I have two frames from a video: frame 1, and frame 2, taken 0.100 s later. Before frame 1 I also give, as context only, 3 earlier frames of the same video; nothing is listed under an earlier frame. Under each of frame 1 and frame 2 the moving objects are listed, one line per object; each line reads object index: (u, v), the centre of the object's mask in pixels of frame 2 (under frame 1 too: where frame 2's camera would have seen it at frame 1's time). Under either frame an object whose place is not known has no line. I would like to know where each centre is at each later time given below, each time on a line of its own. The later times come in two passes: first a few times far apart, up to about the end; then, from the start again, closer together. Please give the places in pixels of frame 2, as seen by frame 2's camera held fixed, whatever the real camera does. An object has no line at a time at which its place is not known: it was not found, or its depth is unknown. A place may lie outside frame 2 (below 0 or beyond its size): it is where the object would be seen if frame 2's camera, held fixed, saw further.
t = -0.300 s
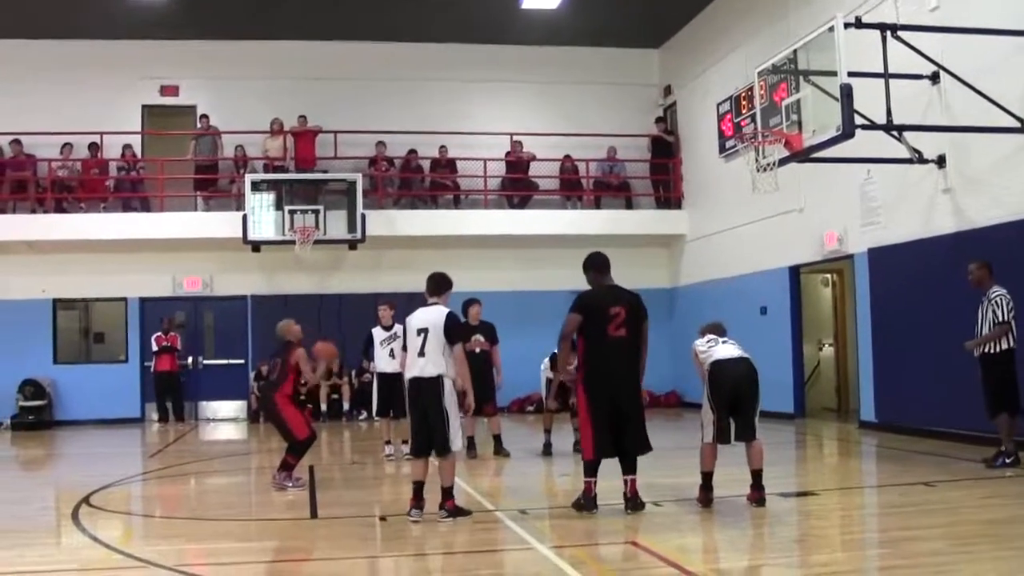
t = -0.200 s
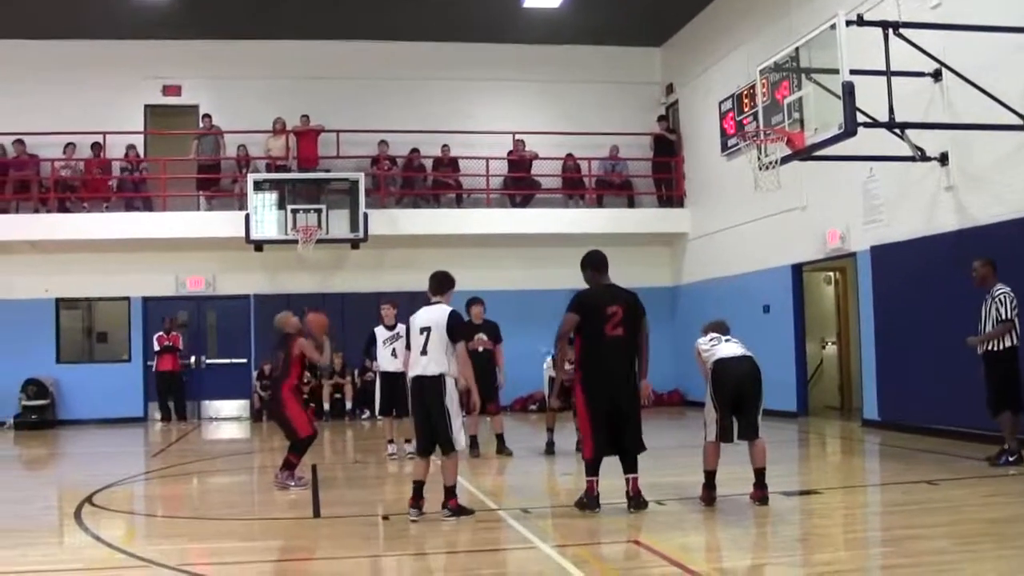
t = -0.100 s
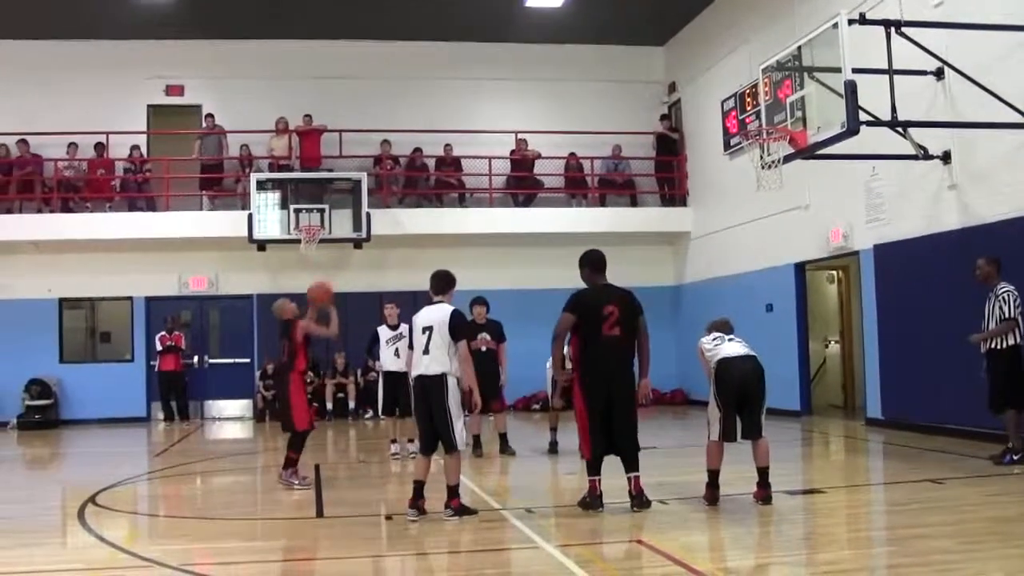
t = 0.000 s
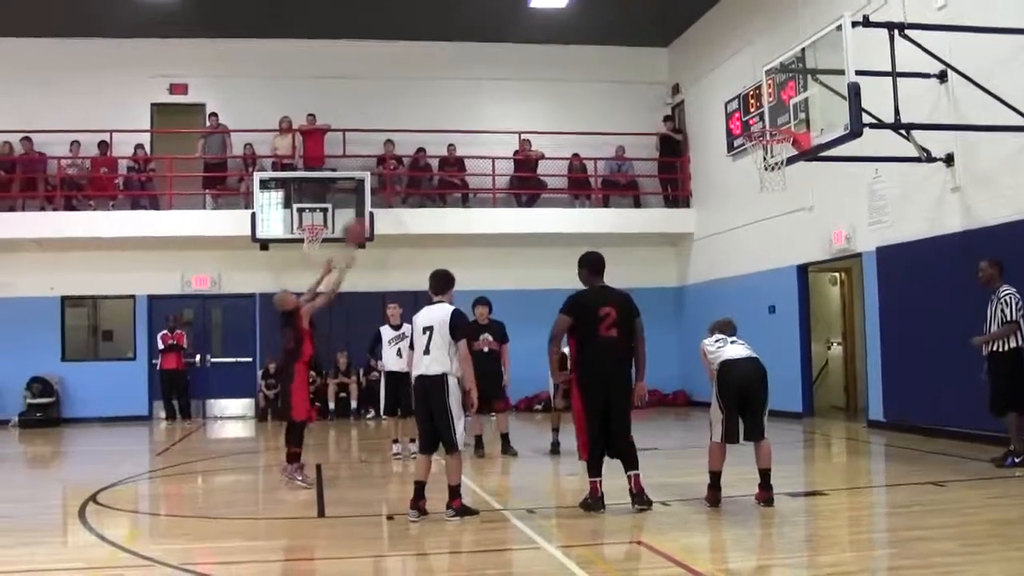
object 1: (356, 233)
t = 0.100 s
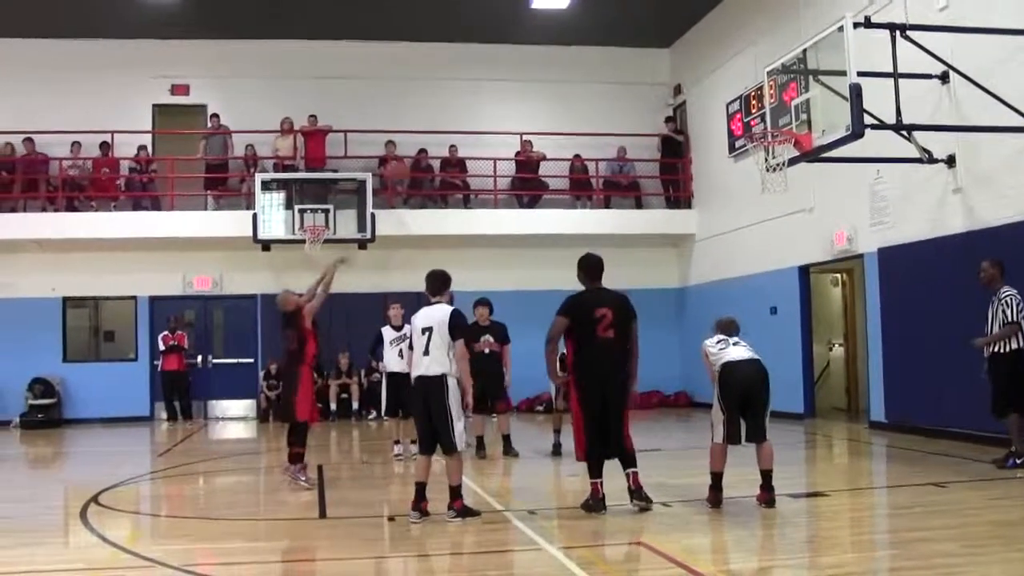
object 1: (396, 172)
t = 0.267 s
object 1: (468, 98)
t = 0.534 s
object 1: (577, 44)
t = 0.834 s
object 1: (694, 72)
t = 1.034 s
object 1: (771, 141)
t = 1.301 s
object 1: (814, 204)
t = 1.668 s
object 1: (854, 385)
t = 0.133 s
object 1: (413, 155)
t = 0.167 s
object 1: (427, 139)
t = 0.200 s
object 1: (441, 123)
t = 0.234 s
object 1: (454, 110)
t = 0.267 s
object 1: (468, 98)
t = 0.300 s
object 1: (482, 87)
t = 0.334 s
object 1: (496, 77)
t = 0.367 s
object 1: (509, 69)
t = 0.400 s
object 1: (522, 61)
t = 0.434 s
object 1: (537, 55)
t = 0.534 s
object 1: (577, 44)
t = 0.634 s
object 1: (617, 43)
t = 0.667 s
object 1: (629, 46)
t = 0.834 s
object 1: (694, 72)
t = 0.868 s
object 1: (707, 81)
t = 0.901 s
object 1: (720, 91)
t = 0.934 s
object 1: (732, 101)
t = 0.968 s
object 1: (745, 111)
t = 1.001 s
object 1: (759, 124)
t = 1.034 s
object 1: (771, 141)
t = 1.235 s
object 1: (807, 187)
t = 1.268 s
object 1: (810, 195)
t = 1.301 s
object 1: (814, 204)
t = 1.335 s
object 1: (817, 215)
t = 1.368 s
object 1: (821, 227)
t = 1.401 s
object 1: (824, 240)
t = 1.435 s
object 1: (827, 253)
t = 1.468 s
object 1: (831, 270)
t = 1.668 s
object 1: (854, 385)
